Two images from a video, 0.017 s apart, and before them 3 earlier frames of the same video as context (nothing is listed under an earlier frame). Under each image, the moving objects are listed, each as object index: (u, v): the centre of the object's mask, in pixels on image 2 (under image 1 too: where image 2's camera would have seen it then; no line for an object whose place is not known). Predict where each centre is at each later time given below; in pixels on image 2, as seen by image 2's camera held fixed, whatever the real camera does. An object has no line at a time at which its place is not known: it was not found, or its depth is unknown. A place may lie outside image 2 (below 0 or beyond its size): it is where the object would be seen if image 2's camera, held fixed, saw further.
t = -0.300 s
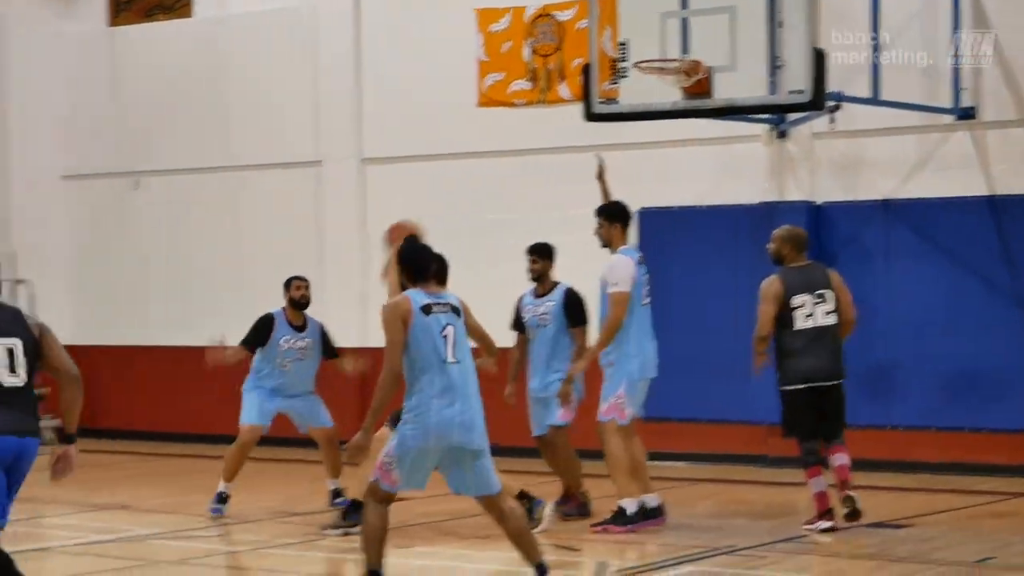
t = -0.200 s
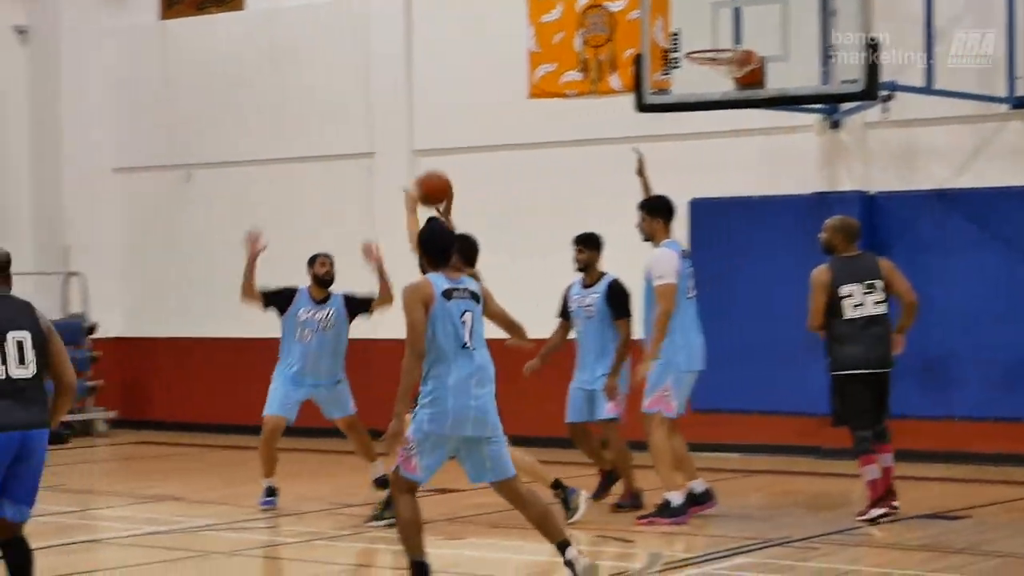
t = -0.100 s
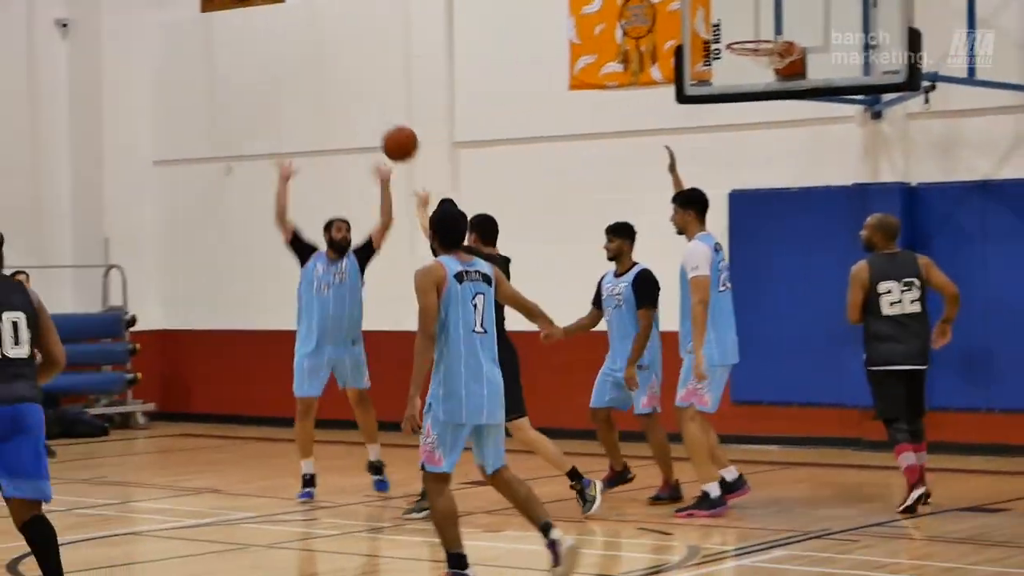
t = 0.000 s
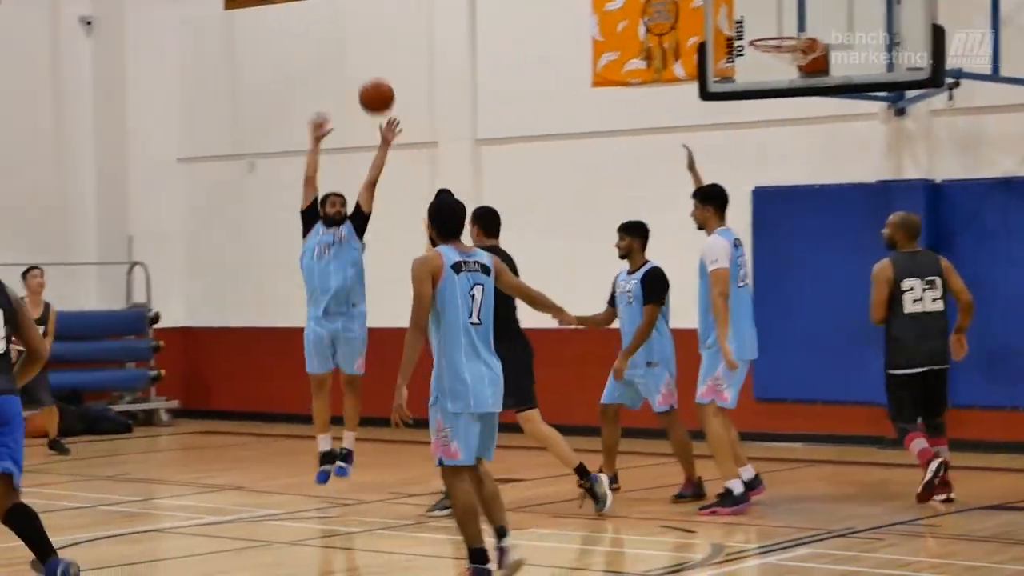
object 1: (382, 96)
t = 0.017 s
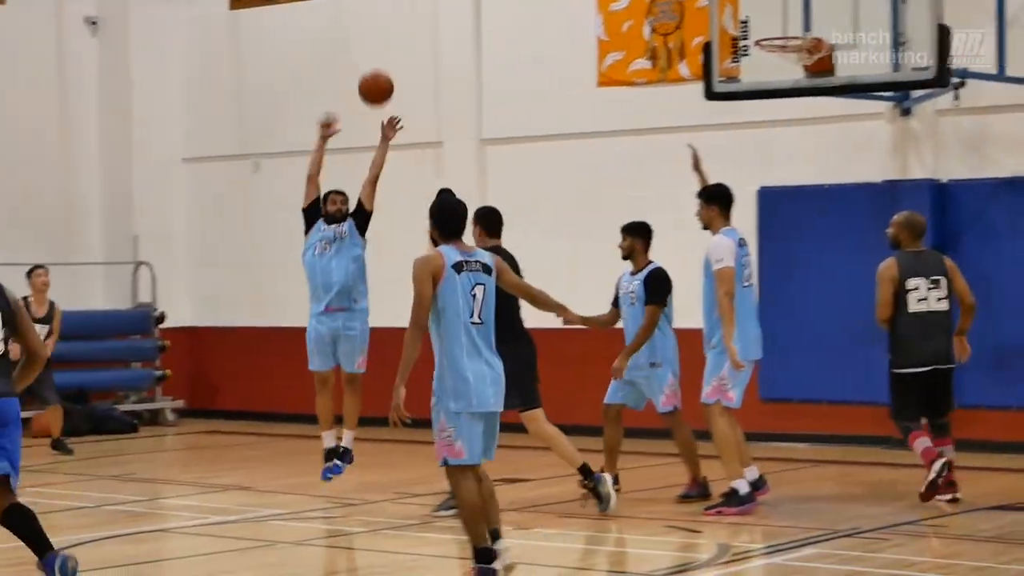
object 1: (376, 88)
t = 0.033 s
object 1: (369, 80)
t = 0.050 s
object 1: (363, 72)
